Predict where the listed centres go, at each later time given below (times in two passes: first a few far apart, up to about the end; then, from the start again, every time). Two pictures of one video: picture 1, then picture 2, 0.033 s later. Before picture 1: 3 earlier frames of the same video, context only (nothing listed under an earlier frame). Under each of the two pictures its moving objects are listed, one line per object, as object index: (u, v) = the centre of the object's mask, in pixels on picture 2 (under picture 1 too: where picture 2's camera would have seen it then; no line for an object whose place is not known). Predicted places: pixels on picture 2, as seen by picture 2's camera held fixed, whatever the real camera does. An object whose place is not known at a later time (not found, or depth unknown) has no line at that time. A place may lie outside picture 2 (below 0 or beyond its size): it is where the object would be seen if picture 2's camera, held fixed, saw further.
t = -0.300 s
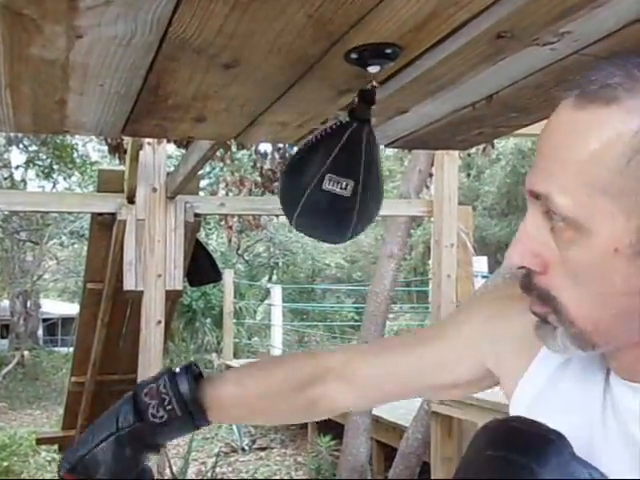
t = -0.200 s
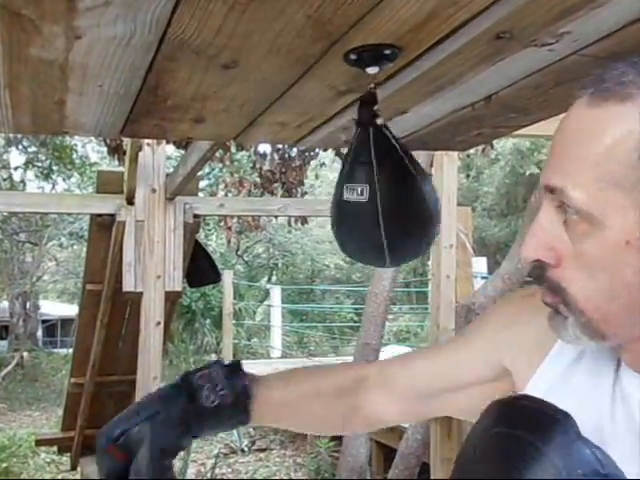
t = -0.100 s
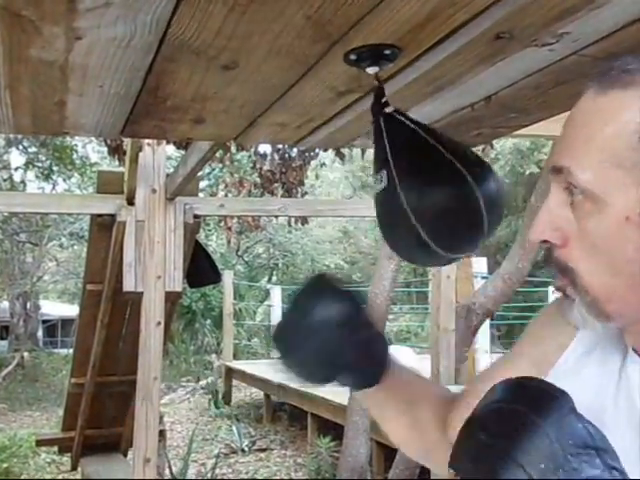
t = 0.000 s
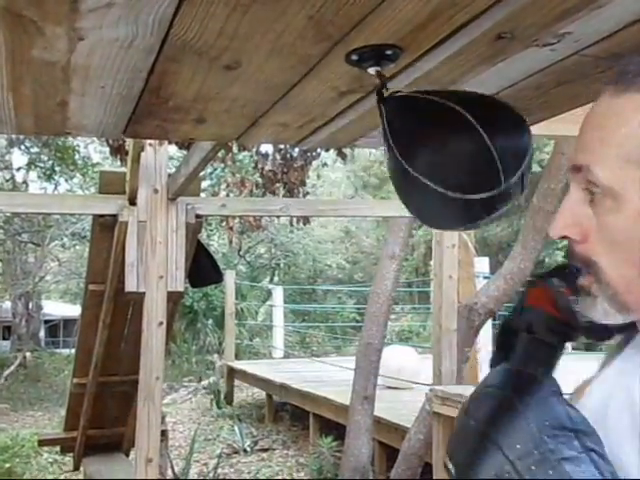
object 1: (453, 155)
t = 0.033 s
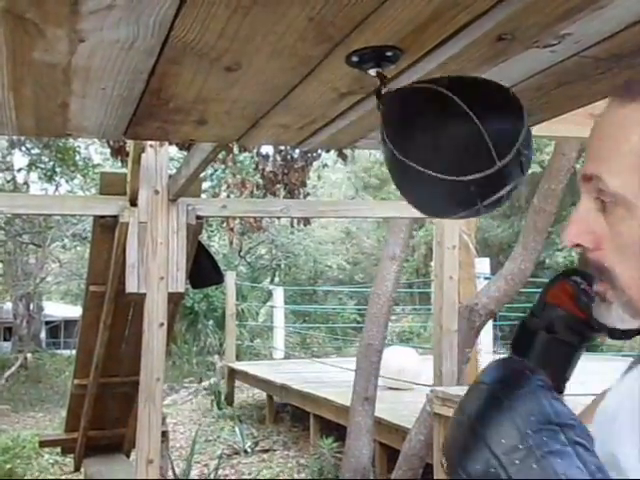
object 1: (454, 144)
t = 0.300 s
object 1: (351, 183)
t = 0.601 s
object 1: (360, 177)
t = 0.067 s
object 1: (448, 134)
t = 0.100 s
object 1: (439, 127)
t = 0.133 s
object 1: (425, 126)
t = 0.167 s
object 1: (409, 131)
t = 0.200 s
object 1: (393, 142)
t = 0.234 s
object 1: (379, 157)
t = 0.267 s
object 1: (364, 171)
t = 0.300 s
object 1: (351, 183)
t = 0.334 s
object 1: (342, 191)
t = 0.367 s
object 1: (336, 195)
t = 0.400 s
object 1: (334, 197)
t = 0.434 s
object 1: (334, 196)
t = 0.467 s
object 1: (335, 194)
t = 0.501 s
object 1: (340, 189)
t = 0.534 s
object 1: (346, 184)
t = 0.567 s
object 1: (353, 180)
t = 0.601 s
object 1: (360, 177)
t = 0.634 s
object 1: (367, 176)
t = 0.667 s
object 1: (374, 176)
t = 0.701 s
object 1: (381, 177)
